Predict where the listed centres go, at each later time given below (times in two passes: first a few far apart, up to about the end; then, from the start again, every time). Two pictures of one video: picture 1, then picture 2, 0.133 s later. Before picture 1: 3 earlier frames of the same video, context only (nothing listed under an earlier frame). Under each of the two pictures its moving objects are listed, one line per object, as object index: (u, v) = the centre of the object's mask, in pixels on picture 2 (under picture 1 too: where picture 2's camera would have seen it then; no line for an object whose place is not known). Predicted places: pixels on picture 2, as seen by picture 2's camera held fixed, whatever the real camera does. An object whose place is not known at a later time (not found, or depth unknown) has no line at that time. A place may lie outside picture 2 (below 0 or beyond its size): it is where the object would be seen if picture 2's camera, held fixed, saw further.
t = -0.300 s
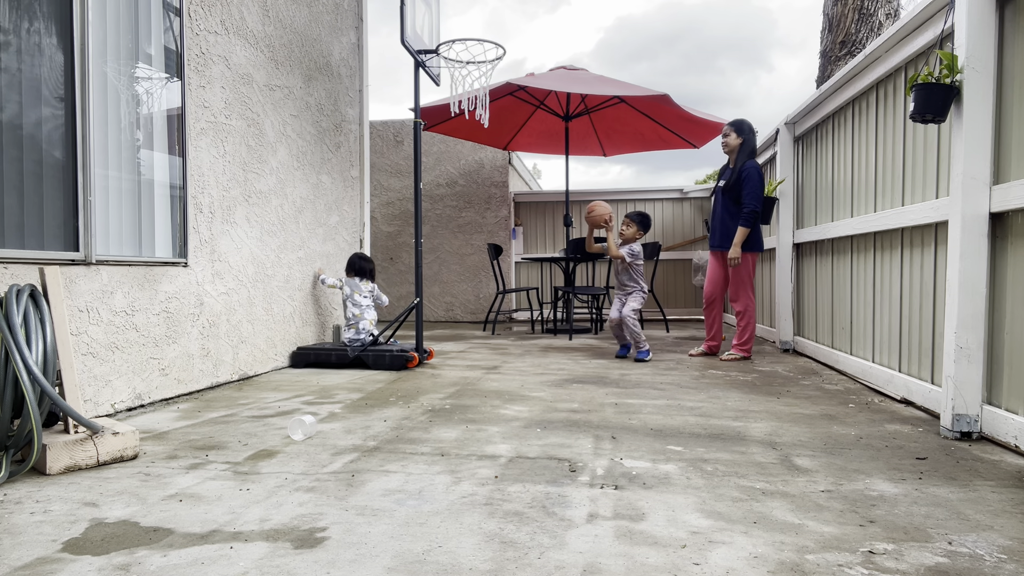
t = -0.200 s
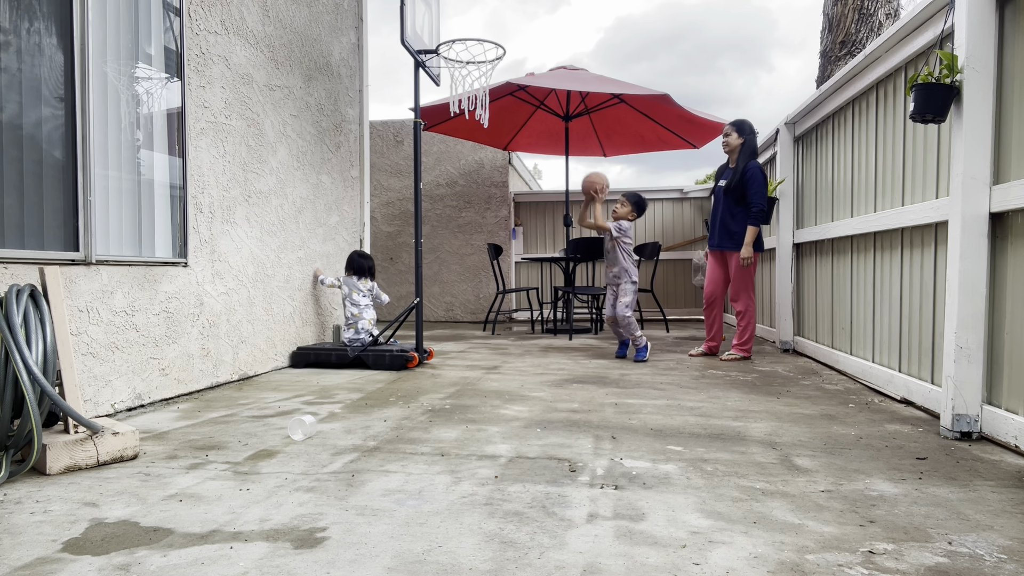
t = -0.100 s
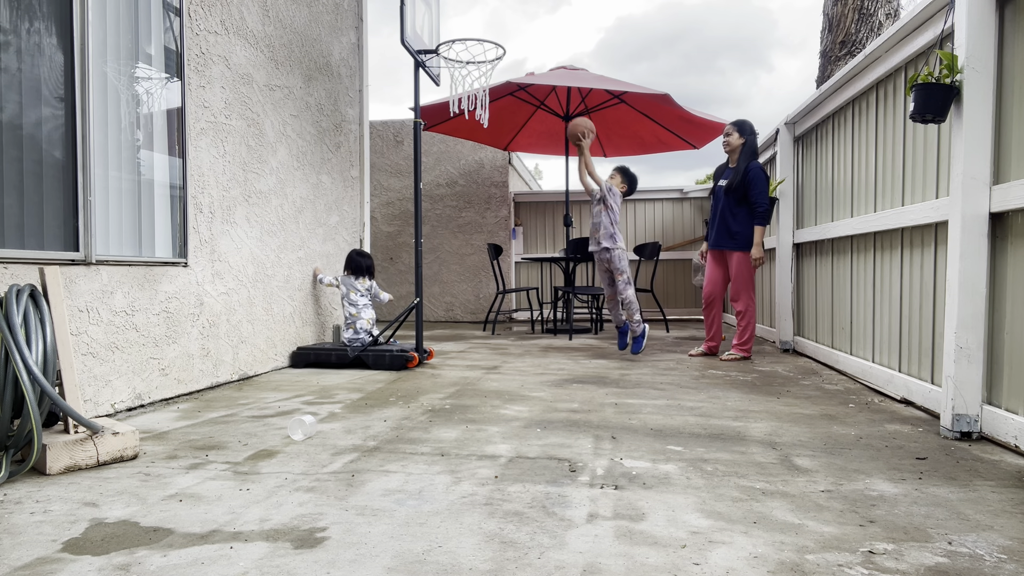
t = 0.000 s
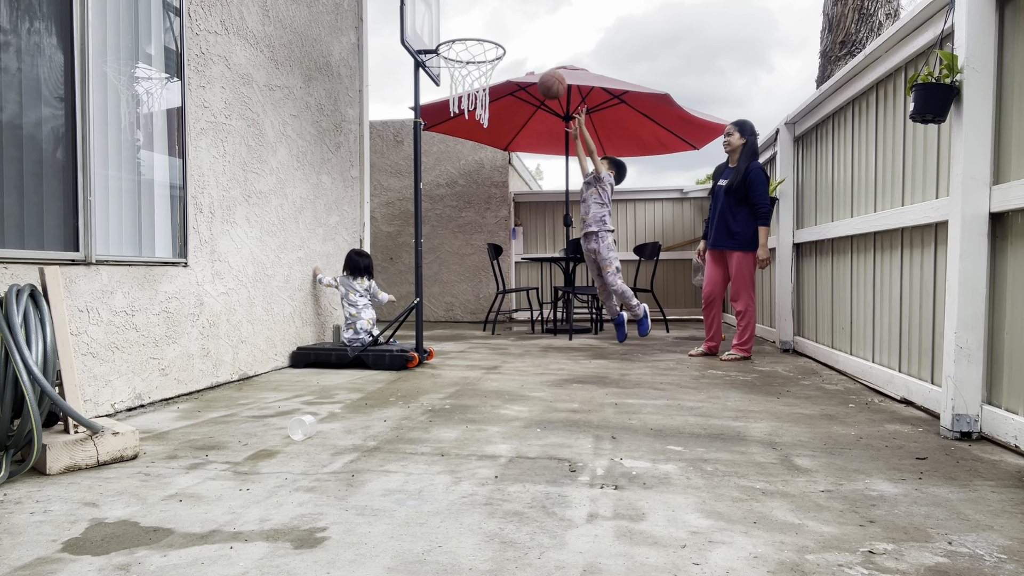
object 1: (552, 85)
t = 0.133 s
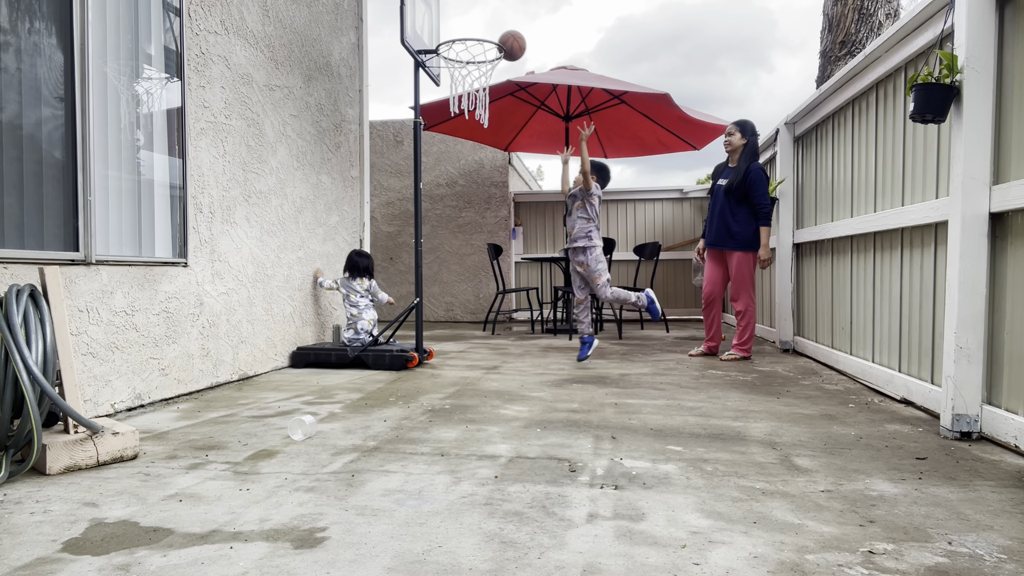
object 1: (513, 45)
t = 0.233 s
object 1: (481, 35)
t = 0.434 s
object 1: (448, 25)
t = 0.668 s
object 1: (452, 21)
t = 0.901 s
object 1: (466, 23)
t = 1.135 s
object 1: (482, 27)
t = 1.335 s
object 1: (487, 58)
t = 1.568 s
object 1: (483, 147)
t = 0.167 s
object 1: (502, 40)
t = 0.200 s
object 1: (491, 36)
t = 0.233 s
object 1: (481, 35)
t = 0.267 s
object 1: (471, 35)
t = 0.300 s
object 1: (461, 36)
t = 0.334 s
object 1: (450, 41)
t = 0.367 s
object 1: (448, 31)
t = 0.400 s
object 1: (448, 28)
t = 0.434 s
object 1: (448, 25)
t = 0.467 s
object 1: (448, 22)
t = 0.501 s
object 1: (448, 22)
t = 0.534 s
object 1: (448, 23)
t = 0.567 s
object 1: (447, 25)
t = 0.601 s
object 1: (448, 26)
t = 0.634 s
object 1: (450, 23)
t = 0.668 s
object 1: (452, 21)
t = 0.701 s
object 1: (453, 21)
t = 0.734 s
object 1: (455, 23)
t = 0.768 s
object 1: (457, 23)
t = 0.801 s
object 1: (459, 22)
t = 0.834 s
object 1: (461, 23)
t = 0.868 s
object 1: (463, 23)
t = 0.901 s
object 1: (466, 23)
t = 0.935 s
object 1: (468, 23)
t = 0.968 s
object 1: (470, 23)
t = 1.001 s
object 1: (473, 23)
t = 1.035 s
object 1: (475, 24)
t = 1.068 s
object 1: (478, 25)
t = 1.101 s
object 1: (480, 26)
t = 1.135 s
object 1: (482, 27)
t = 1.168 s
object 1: (484, 30)
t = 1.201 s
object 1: (485, 34)
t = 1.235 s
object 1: (487, 38)
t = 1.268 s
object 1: (487, 43)
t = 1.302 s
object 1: (487, 49)
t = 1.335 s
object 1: (487, 58)
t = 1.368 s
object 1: (487, 67)
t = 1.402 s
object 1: (487, 78)
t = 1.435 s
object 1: (487, 90)
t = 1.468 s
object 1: (487, 102)
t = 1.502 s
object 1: (484, 115)
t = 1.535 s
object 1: (483, 130)
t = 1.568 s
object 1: (483, 147)
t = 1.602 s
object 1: (482, 167)
